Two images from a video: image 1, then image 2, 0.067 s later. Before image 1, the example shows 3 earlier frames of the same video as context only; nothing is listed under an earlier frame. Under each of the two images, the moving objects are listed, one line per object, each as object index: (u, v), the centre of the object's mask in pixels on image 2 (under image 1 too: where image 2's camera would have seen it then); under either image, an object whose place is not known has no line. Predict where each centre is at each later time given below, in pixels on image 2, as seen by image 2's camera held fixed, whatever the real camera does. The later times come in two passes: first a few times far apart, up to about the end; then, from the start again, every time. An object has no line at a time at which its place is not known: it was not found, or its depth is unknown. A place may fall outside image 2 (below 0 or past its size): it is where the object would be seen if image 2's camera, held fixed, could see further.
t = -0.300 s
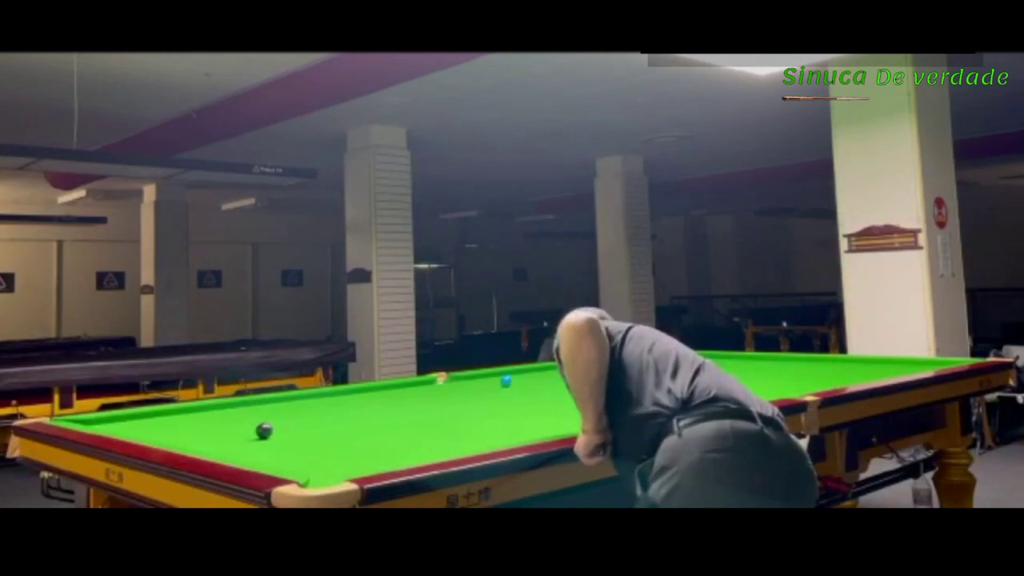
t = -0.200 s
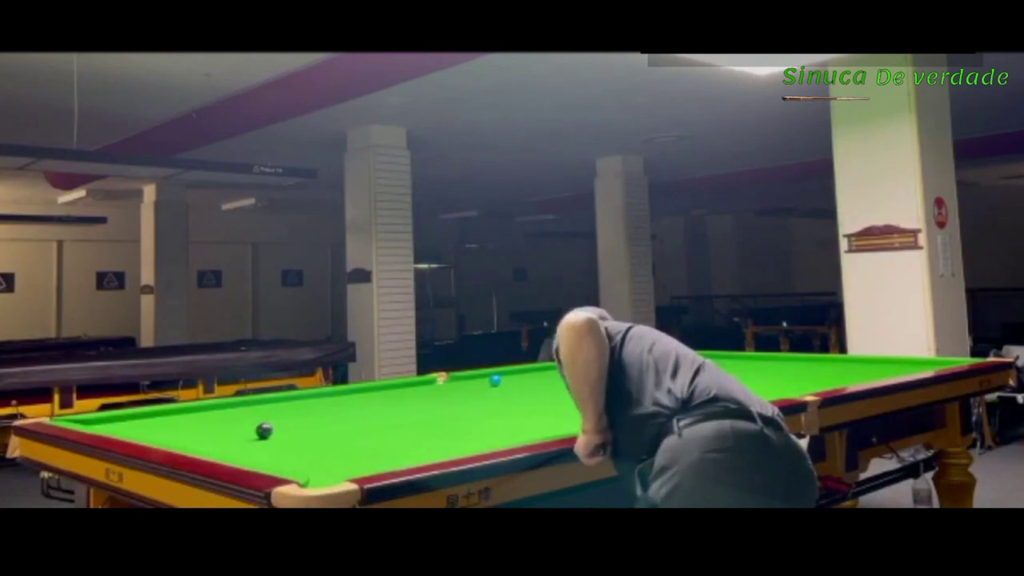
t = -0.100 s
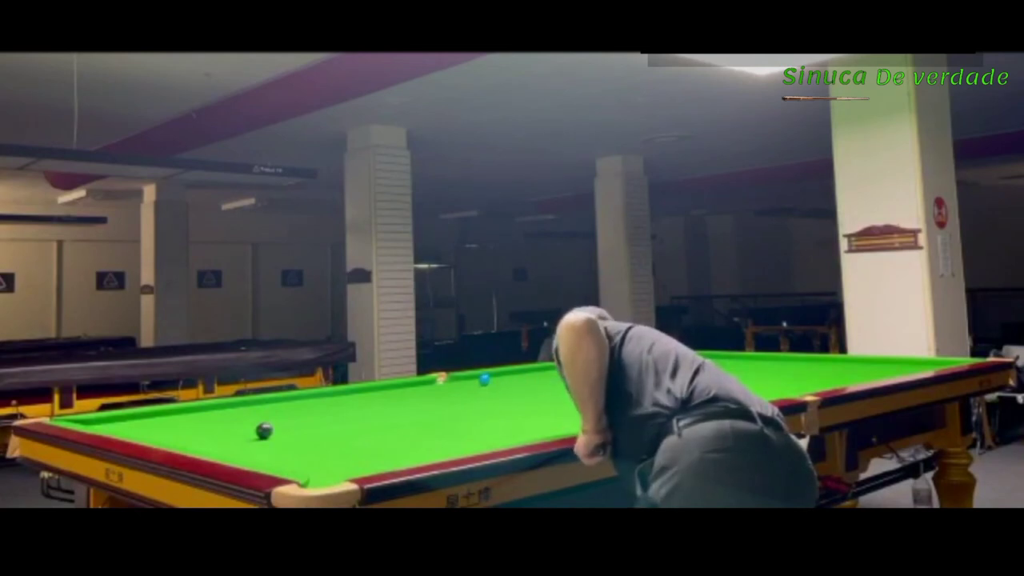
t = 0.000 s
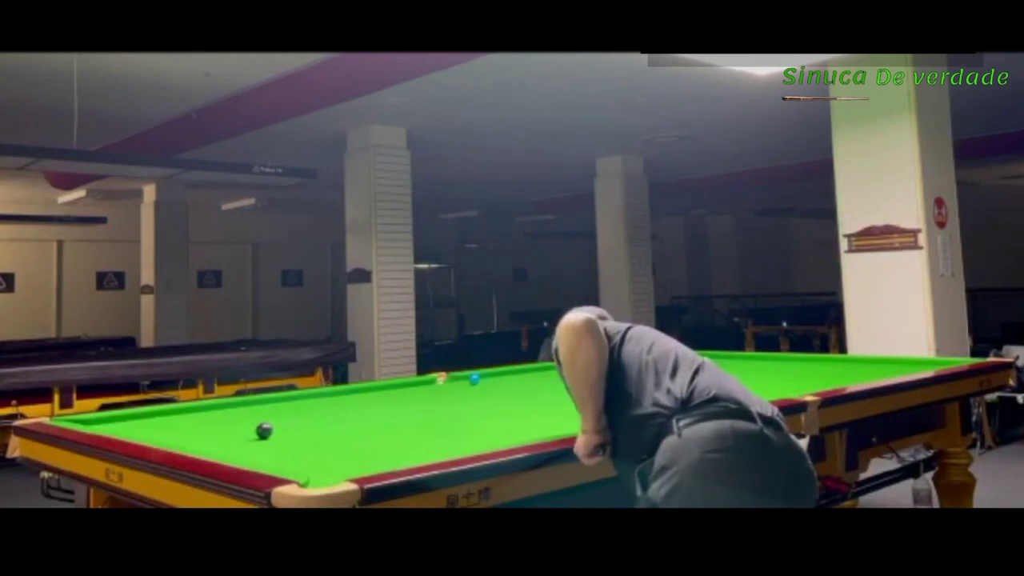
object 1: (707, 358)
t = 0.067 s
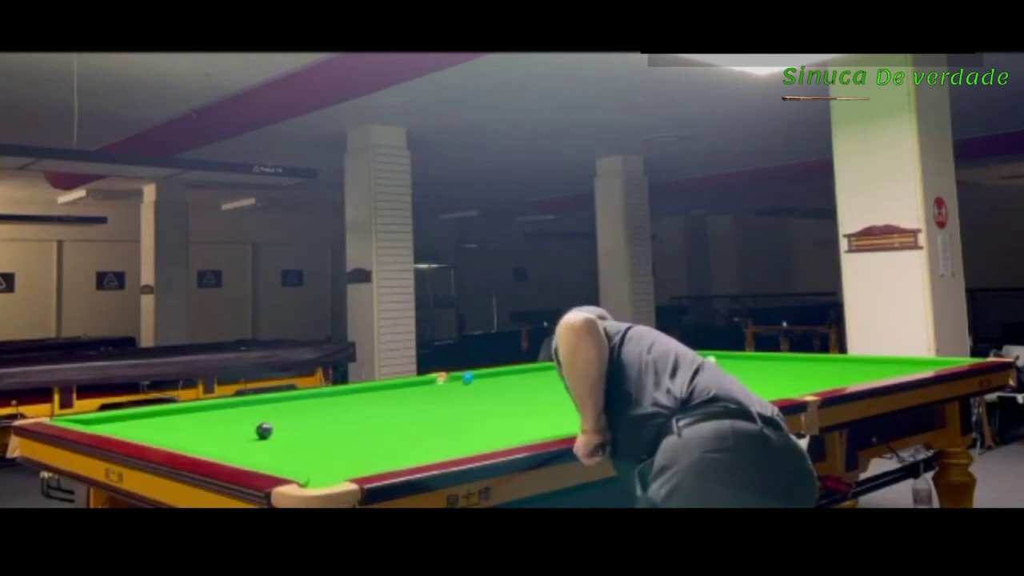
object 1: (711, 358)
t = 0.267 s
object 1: (725, 356)
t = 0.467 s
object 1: (716, 355)
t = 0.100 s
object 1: (713, 358)
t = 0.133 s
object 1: (716, 358)
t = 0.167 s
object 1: (718, 358)
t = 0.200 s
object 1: (721, 357)
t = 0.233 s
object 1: (723, 356)
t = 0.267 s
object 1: (725, 356)
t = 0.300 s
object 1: (728, 356)
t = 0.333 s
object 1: (731, 355)
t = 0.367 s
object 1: (732, 355)
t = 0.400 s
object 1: (726, 355)
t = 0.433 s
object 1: (721, 355)
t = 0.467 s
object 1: (716, 355)
